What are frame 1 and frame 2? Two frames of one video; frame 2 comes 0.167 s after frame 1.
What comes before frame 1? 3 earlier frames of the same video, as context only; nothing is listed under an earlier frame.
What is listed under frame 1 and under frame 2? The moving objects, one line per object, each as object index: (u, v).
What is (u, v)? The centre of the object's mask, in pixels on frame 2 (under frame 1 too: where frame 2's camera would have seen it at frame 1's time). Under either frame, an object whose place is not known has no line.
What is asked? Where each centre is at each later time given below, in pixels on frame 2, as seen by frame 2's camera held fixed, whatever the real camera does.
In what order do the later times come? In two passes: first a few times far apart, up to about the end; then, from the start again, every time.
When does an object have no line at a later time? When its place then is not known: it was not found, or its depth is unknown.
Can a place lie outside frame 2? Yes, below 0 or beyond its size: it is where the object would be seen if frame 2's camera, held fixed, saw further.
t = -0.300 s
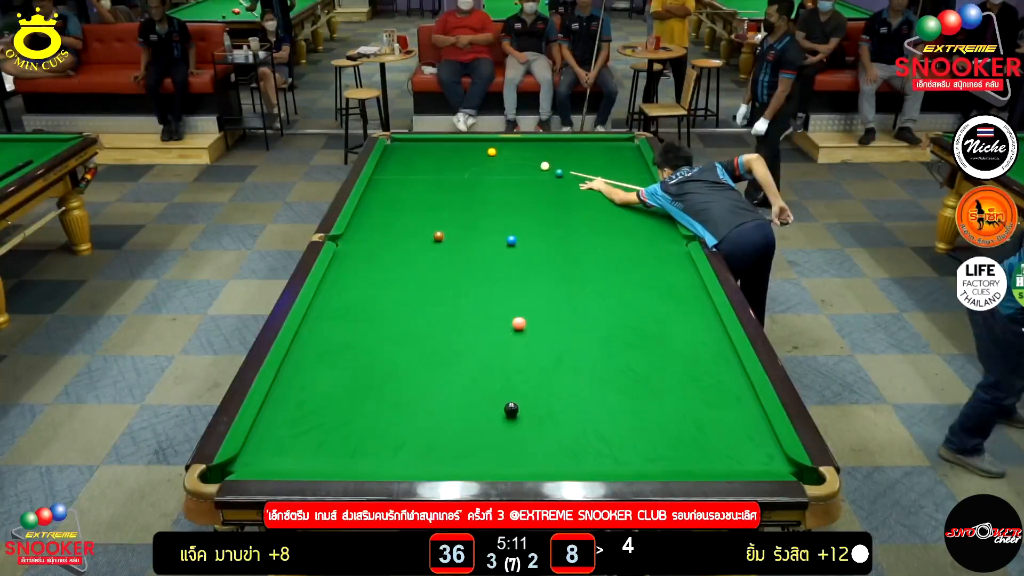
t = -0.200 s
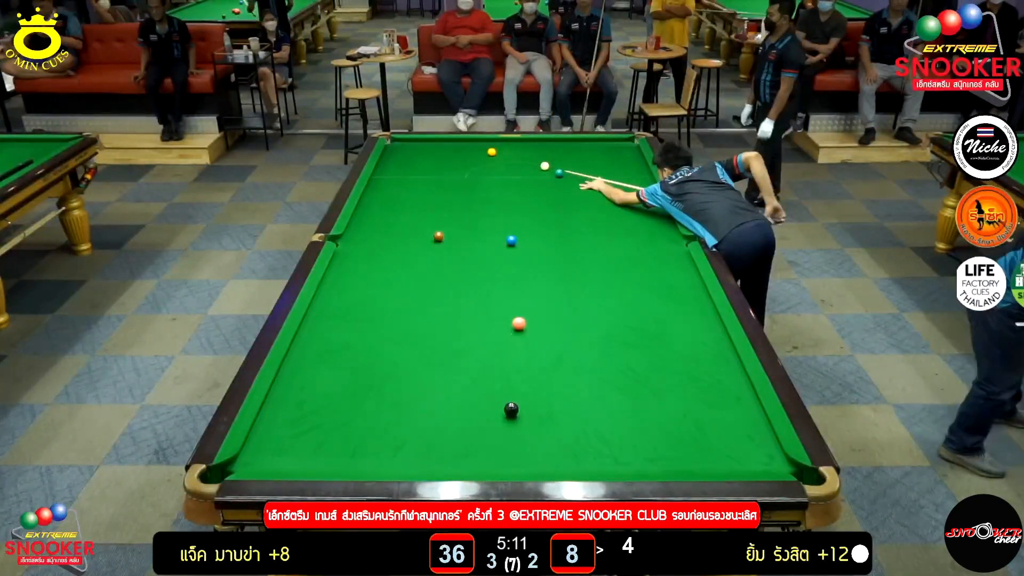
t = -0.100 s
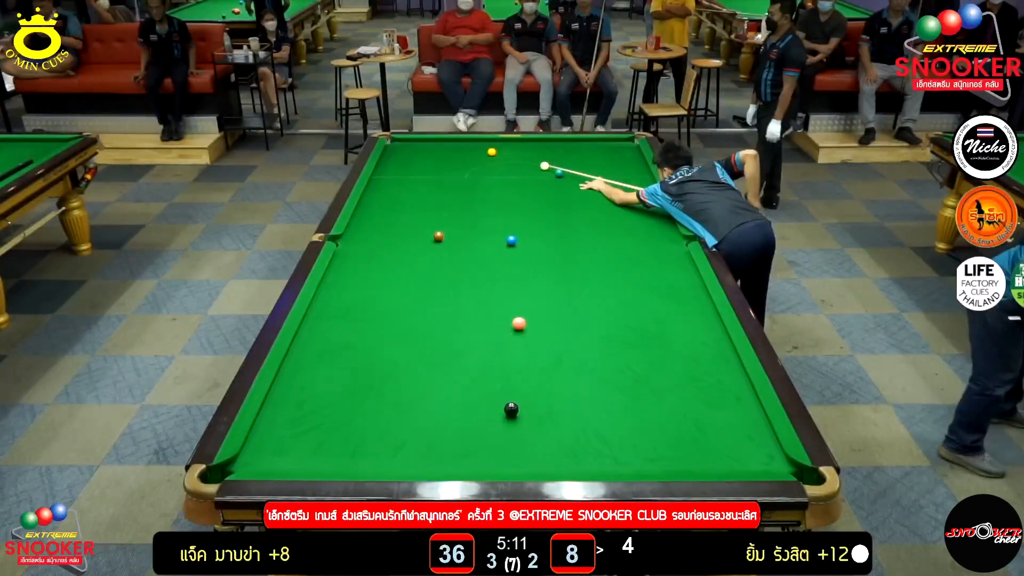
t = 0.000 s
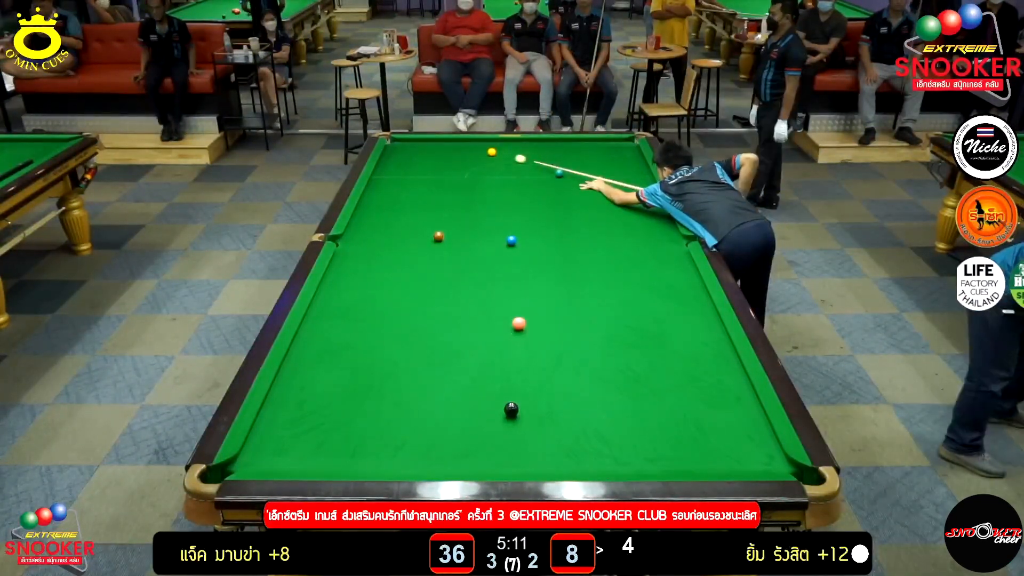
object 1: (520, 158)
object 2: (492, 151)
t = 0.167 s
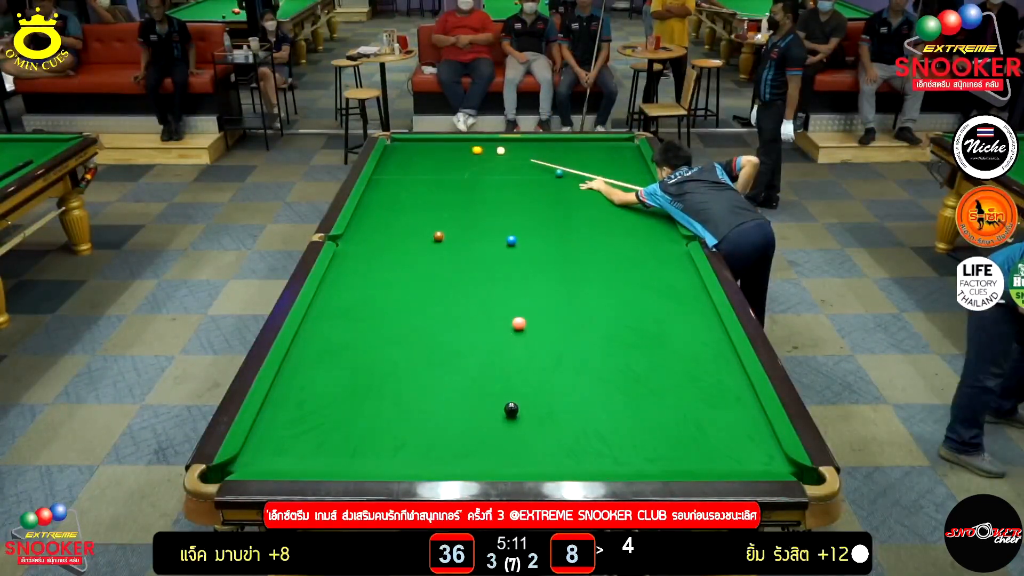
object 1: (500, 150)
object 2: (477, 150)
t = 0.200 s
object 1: (501, 149)
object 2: (469, 149)
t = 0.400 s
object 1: (498, 142)
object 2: (435, 145)
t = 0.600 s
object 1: (496, 142)
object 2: (406, 141)
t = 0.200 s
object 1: (501, 149)
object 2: (469, 149)
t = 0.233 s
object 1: (501, 148)
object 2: (465, 148)
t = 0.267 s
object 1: (501, 147)
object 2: (457, 147)
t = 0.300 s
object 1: (500, 146)
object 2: (450, 146)
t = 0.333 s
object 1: (500, 145)
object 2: (447, 146)
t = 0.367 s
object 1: (499, 143)
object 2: (440, 145)
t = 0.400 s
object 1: (498, 142)
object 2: (435, 145)
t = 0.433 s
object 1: (498, 141)
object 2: (432, 144)
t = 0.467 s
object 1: (497, 141)
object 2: (429, 144)
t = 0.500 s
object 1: (496, 140)
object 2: (420, 143)
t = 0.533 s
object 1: (496, 140)
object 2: (417, 143)
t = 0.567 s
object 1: (496, 141)
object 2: (412, 142)
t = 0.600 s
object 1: (496, 142)
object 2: (406, 141)
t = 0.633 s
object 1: (496, 142)
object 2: (403, 141)
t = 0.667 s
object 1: (496, 143)
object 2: (398, 141)
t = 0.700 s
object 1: (496, 144)
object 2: (392, 140)
